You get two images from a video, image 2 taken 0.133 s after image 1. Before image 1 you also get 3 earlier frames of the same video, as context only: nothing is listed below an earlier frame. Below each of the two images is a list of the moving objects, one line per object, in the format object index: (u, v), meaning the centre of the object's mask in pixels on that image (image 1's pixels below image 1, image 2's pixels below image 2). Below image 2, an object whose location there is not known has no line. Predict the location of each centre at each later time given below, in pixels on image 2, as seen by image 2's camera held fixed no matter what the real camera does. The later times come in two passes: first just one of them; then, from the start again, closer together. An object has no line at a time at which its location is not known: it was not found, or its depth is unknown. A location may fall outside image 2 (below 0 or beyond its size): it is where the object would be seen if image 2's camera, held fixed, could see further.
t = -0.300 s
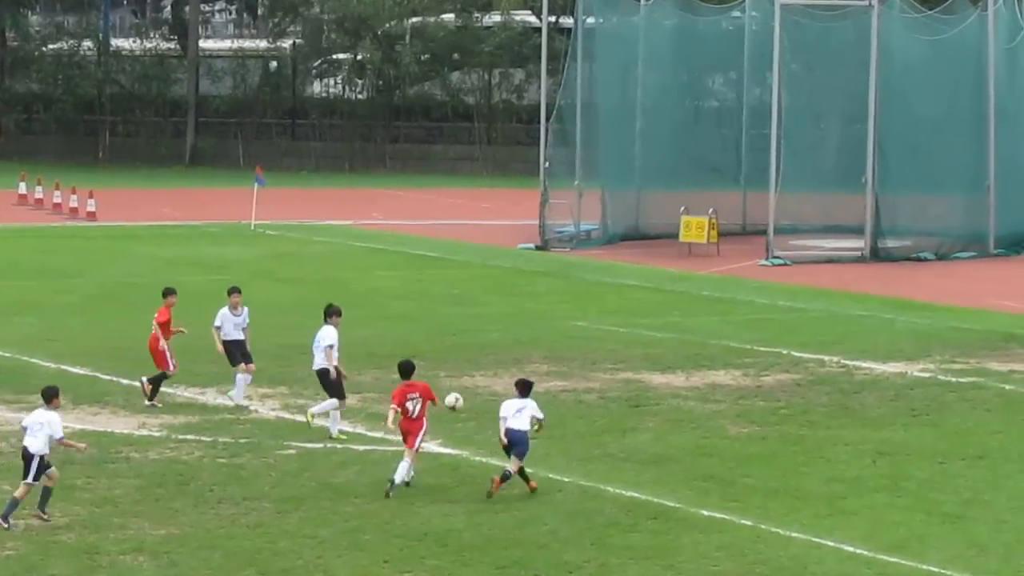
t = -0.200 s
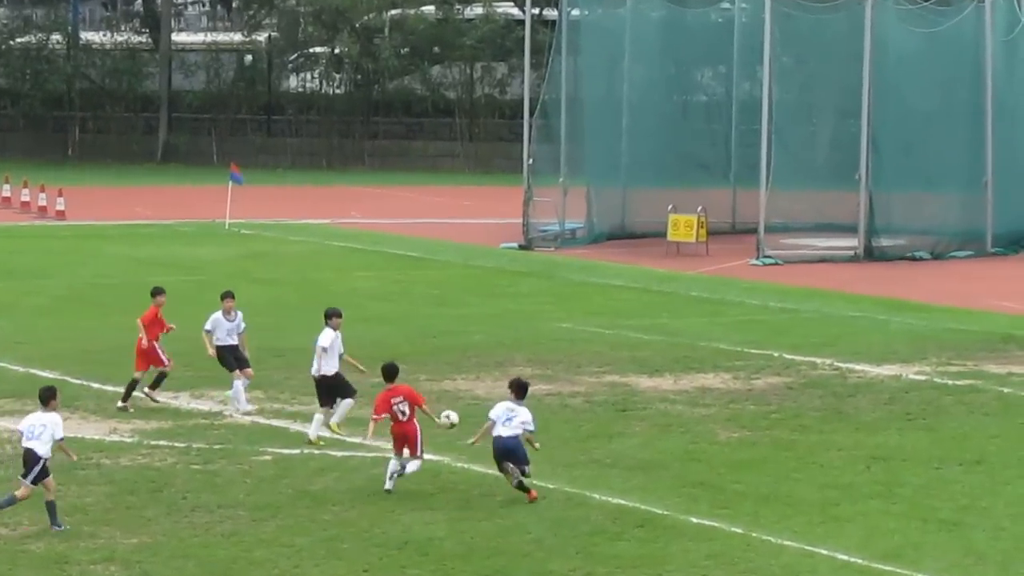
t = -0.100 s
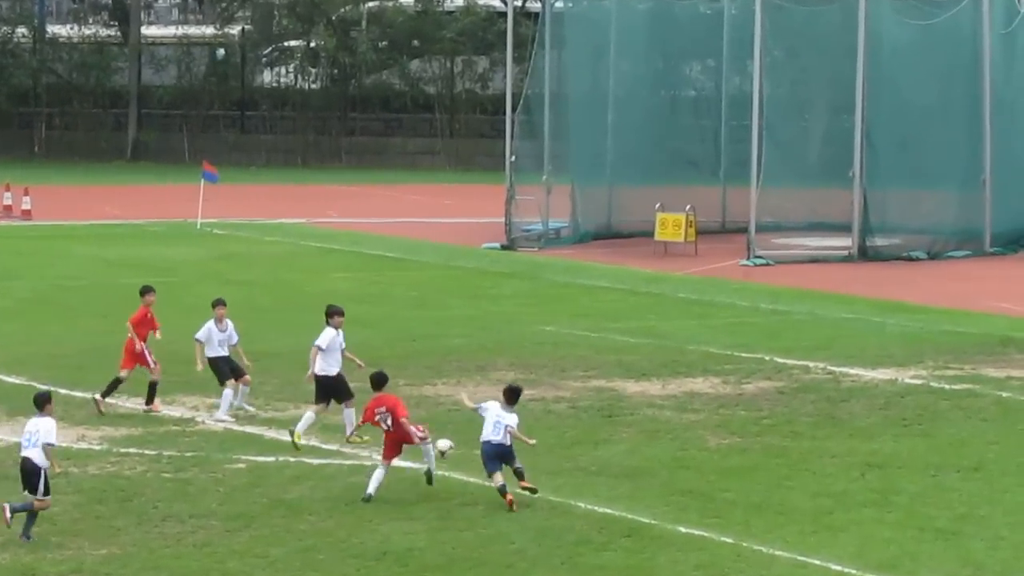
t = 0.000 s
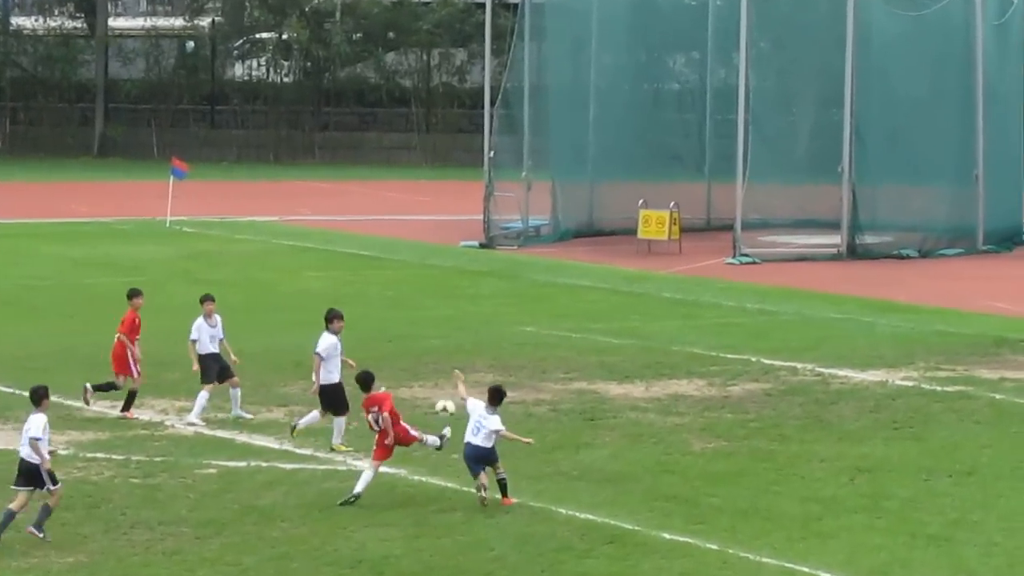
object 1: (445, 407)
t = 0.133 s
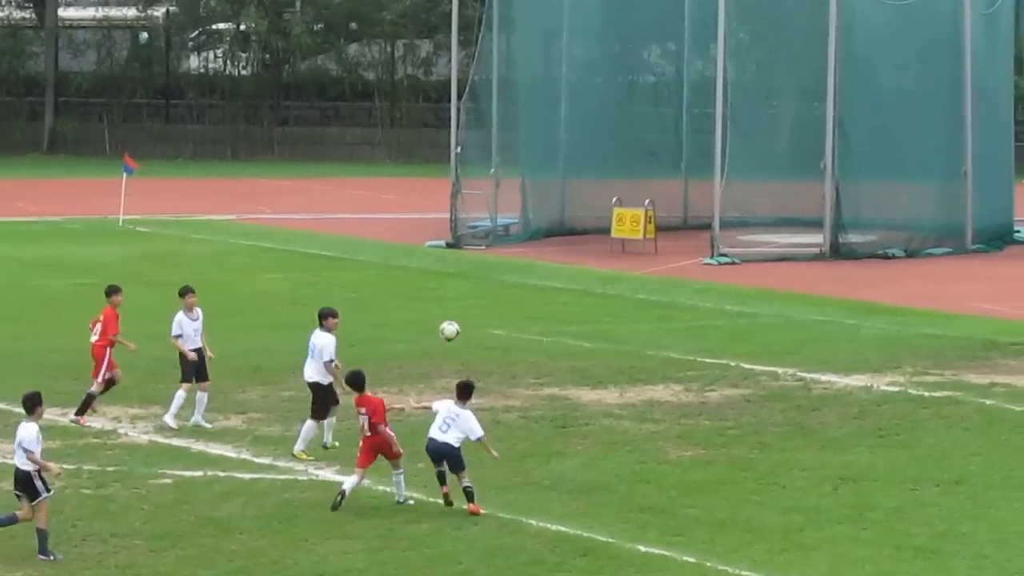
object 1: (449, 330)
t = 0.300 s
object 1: (494, 256)
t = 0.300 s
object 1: (494, 256)
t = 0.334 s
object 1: (502, 246)
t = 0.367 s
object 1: (508, 235)
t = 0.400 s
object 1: (515, 225)
